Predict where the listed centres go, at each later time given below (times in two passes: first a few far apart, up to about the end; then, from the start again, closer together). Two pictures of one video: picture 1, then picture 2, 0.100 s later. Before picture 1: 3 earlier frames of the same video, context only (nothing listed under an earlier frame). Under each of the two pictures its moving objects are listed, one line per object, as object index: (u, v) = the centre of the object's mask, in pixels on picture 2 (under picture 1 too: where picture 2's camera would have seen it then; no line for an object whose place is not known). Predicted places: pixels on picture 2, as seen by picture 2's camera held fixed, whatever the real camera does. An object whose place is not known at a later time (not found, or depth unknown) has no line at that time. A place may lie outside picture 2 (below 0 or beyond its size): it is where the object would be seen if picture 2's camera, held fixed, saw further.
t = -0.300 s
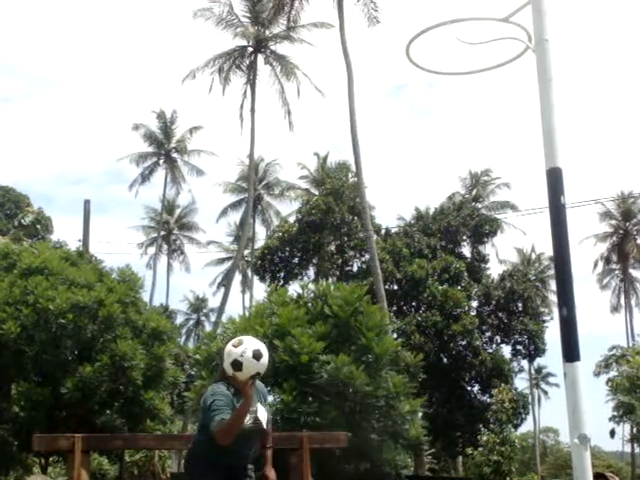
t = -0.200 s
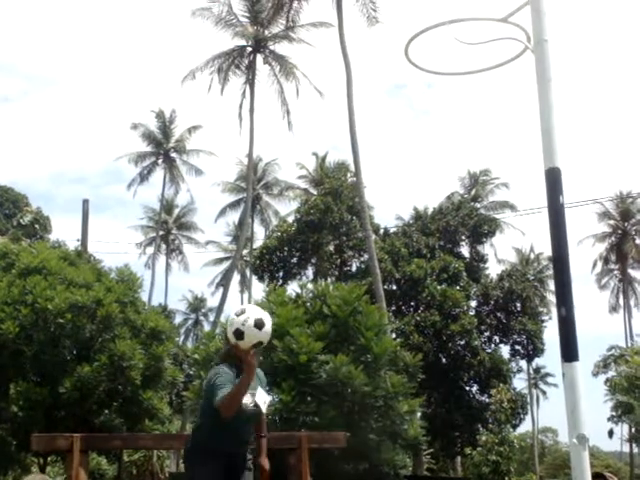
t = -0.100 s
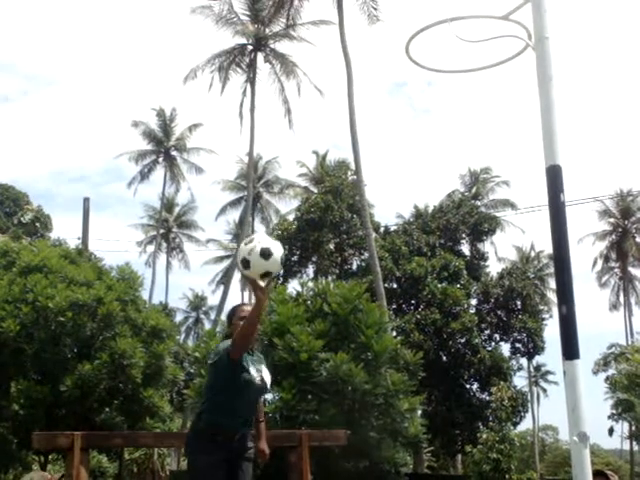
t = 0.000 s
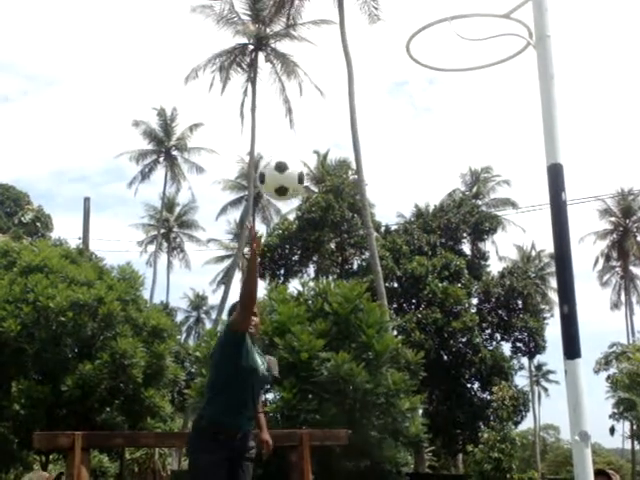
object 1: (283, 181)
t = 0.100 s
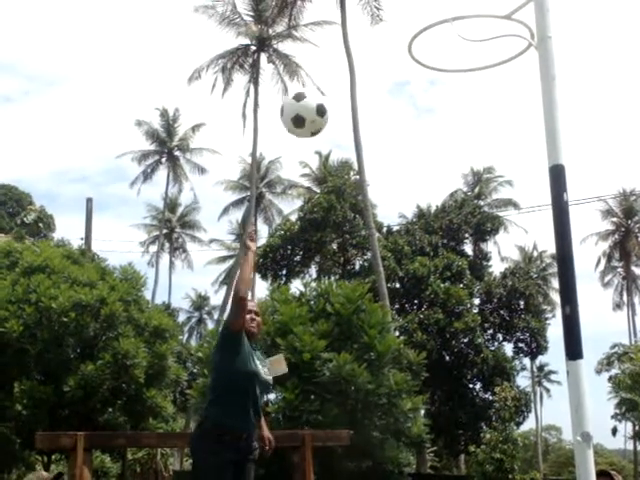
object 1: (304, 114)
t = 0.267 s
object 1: (342, 43)
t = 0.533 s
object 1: (419, 49)
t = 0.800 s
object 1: (387, 54)
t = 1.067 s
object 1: (355, 226)
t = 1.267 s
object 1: (333, 466)
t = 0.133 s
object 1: (310, 97)
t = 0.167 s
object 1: (318, 80)
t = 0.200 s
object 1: (327, 65)
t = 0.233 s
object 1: (335, 53)
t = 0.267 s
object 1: (342, 43)
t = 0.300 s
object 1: (352, 34)
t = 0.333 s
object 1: (361, 28)
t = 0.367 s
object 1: (368, 26)
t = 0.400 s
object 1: (378, 26)
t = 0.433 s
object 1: (387, 26)
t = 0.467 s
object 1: (397, 31)
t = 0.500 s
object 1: (408, 38)
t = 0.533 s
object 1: (419, 49)
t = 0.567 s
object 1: (418, 47)
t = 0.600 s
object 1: (413, 40)
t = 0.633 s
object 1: (409, 36)
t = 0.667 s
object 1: (405, 36)
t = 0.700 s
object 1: (400, 37)
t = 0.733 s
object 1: (396, 38)
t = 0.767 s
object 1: (392, 45)
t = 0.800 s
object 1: (387, 54)
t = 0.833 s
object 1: (384, 68)
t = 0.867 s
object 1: (379, 84)
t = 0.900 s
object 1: (375, 99)
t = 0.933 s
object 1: (372, 119)
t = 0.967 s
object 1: (367, 142)
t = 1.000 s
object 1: (363, 168)
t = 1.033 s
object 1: (359, 196)
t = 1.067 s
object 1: (355, 226)
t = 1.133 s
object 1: (349, 298)
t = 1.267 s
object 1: (333, 466)
